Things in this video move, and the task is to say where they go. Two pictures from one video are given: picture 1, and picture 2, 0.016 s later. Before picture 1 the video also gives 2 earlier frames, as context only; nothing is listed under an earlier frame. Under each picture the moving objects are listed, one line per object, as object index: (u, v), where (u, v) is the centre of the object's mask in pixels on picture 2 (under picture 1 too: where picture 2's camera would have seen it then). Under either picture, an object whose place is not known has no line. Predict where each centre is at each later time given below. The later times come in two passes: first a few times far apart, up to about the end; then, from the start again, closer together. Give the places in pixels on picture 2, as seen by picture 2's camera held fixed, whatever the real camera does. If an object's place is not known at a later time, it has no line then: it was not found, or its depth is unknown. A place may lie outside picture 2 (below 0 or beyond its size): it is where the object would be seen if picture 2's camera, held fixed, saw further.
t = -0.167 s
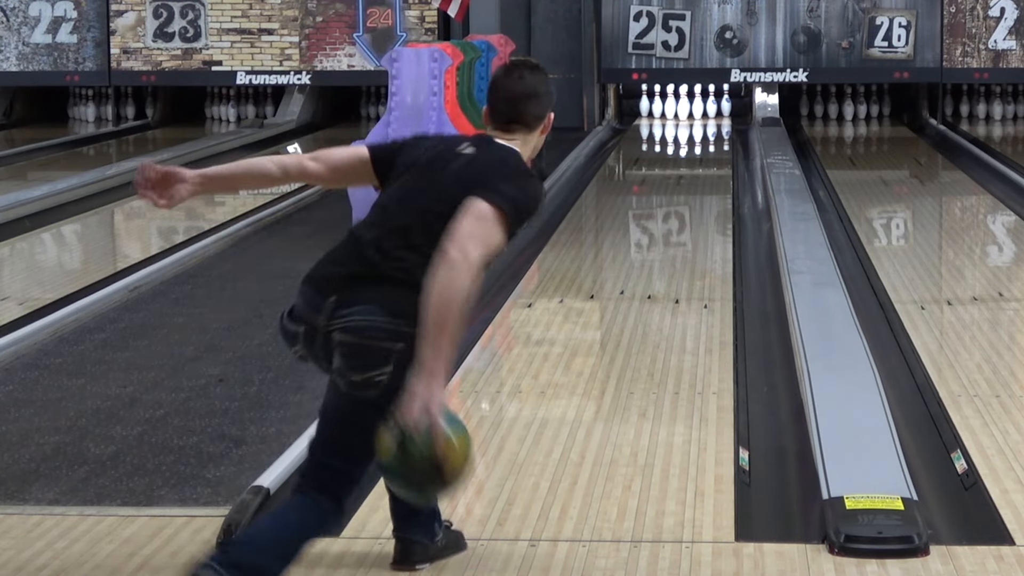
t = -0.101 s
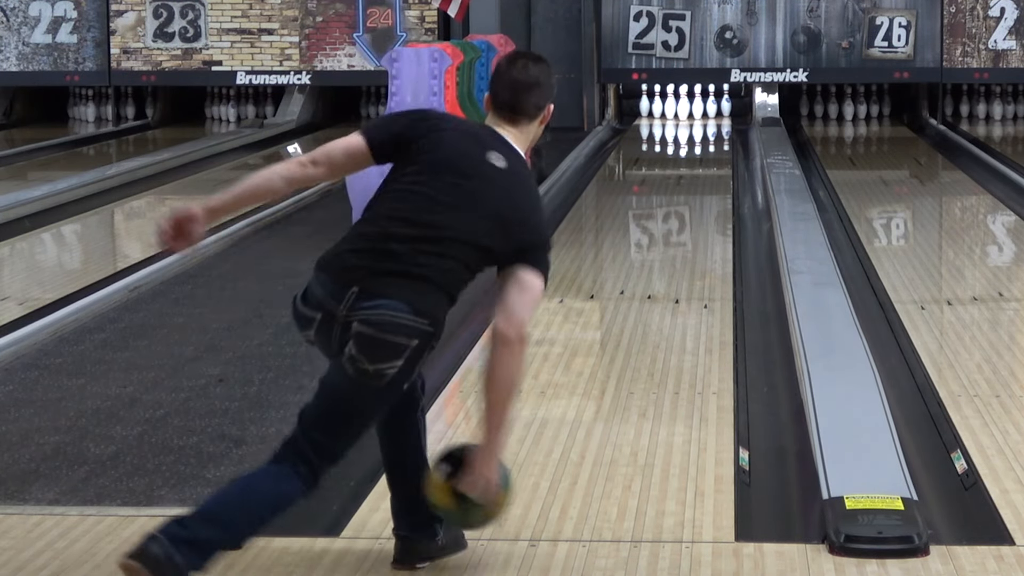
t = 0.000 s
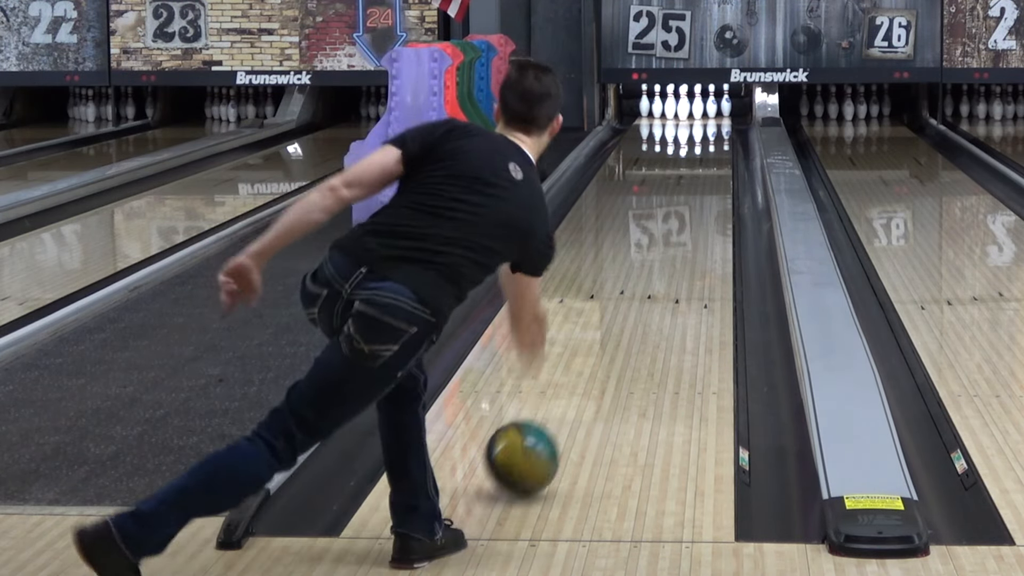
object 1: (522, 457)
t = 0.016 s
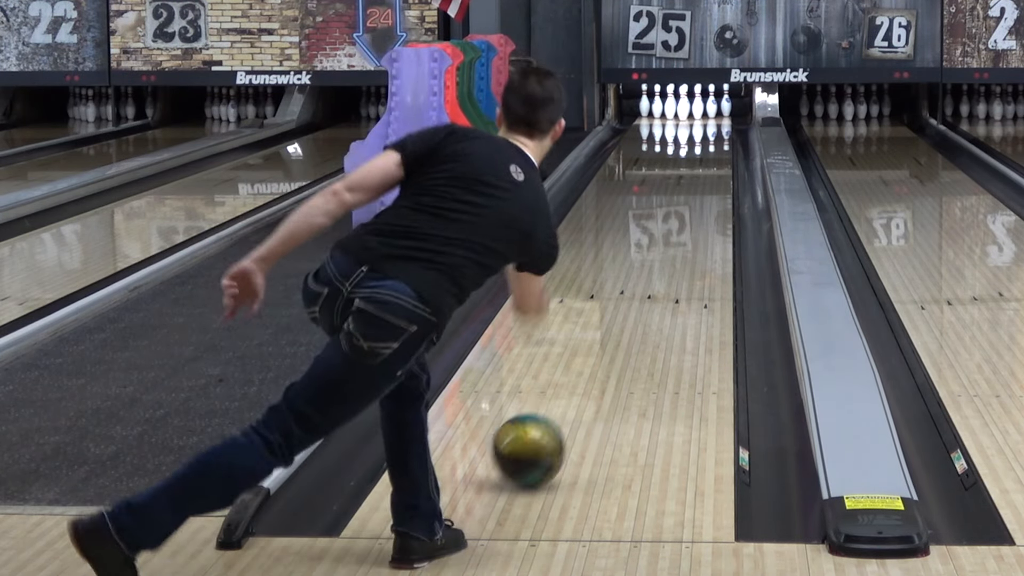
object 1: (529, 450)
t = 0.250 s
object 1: (598, 347)
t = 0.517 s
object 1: (646, 274)
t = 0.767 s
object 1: (674, 228)
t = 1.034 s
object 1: (694, 194)
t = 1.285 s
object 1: (707, 169)
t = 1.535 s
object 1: (714, 149)
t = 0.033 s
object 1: (535, 443)
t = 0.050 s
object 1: (541, 433)
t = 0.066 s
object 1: (547, 425)
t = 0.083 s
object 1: (553, 416)
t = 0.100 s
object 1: (558, 409)
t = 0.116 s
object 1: (563, 401)
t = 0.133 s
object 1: (568, 393)
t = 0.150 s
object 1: (573, 386)
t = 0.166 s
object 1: (578, 379)
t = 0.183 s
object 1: (582, 372)
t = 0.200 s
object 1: (586, 366)
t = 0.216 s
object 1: (590, 359)
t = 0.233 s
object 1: (594, 353)
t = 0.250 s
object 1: (598, 347)
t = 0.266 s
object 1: (602, 342)
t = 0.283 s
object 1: (606, 336)
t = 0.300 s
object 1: (609, 331)
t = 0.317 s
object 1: (612, 326)
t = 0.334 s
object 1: (615, 321)
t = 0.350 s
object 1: (618, 316)
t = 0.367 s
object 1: (622, 311)
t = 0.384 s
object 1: (625, 306)
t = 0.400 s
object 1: (628, 302)
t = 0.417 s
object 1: (631, 297)
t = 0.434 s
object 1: (634, 293)
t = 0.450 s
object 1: (636, 289)
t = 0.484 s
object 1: (641, 281)
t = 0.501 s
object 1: (643, 278)
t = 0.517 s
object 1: (646, 274)
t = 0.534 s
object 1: (648, 270)
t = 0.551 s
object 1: (651, 266)
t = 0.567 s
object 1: (653, 263)
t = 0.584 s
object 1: (655, 260)
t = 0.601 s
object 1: (657, 257)
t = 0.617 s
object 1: (659, 254)
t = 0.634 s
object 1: (660, 251)
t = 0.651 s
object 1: (663, 247)
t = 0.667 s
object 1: (664, 244)
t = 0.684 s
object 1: (666, 241)
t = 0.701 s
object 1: (668, 239)
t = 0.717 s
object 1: (669, 236)
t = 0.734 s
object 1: (671, 233)
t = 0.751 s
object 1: (673, 230)
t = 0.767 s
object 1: (674, 228)
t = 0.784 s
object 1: (676, 226)
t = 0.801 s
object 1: (677, 223)
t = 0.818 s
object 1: (679, 221)
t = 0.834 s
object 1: (680, 218)
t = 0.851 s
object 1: (681, 216)
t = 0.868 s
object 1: (683, 214)
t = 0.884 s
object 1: (684, 212)
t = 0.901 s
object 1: (685, 209)
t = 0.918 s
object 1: (686, 208)
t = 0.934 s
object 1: (688, 206)
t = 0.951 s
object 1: (689, 203)
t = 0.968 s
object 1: (690, 201)
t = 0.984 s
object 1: (691, 199)
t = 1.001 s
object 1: (692, 197)
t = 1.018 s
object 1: (693, 195)
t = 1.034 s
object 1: (694, 194)
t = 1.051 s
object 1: (695, 192)
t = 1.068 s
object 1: (696, 190)
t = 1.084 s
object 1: (697, 187)
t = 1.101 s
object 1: (698, 186)
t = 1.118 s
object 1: (699, 184)
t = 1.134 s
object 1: (700, 182)
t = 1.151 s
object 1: (701, 181)
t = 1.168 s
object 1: (702, 180)
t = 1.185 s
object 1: (703, 178)
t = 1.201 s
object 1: (703, 177)
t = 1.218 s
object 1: (704, 175)
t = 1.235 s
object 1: (705, 173)
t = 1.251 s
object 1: (705, 172)
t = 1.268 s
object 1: (706, 171)
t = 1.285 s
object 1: (707, 169)
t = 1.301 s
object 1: (707, 167)
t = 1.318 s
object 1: (708, 166)
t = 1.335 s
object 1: (709, 165)
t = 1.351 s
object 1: (709, 163)
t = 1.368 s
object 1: (710, 162)
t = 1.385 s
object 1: (710, 161)
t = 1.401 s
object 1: (711, 160)
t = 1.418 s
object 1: (711, 158)
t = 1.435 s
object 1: (711, 157)
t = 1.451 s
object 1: (712, 156)
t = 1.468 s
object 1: (712, 155)
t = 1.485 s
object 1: (712, 154)
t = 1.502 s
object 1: (714, 152)
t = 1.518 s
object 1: (714, 151)
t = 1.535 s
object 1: (714, 149)
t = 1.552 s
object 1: (714, 148)
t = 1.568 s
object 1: (715, 147)
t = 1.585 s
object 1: (715, 146)
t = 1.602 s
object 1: (715, 146)
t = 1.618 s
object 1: (715, 144)
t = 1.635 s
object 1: (715, 144)
